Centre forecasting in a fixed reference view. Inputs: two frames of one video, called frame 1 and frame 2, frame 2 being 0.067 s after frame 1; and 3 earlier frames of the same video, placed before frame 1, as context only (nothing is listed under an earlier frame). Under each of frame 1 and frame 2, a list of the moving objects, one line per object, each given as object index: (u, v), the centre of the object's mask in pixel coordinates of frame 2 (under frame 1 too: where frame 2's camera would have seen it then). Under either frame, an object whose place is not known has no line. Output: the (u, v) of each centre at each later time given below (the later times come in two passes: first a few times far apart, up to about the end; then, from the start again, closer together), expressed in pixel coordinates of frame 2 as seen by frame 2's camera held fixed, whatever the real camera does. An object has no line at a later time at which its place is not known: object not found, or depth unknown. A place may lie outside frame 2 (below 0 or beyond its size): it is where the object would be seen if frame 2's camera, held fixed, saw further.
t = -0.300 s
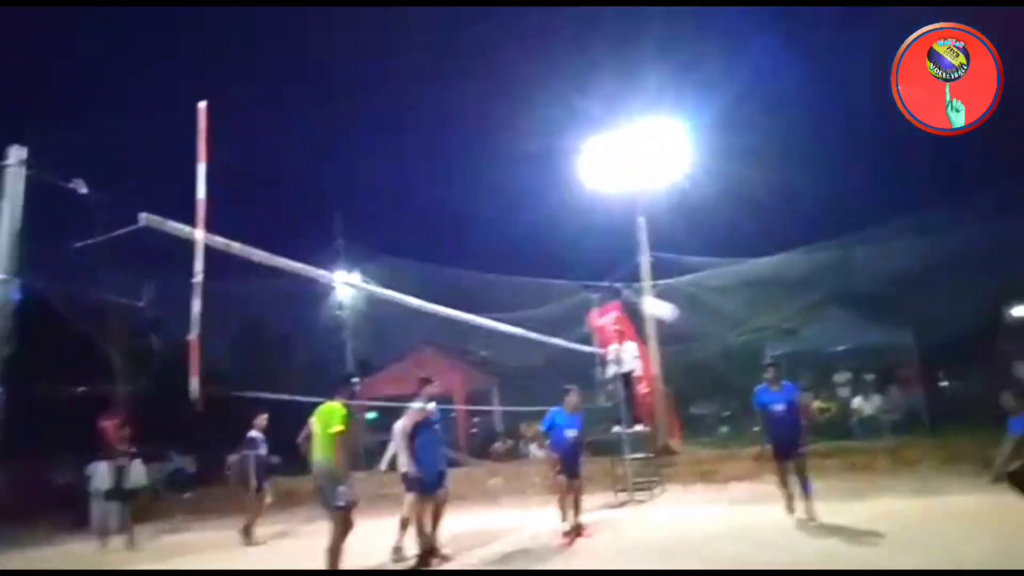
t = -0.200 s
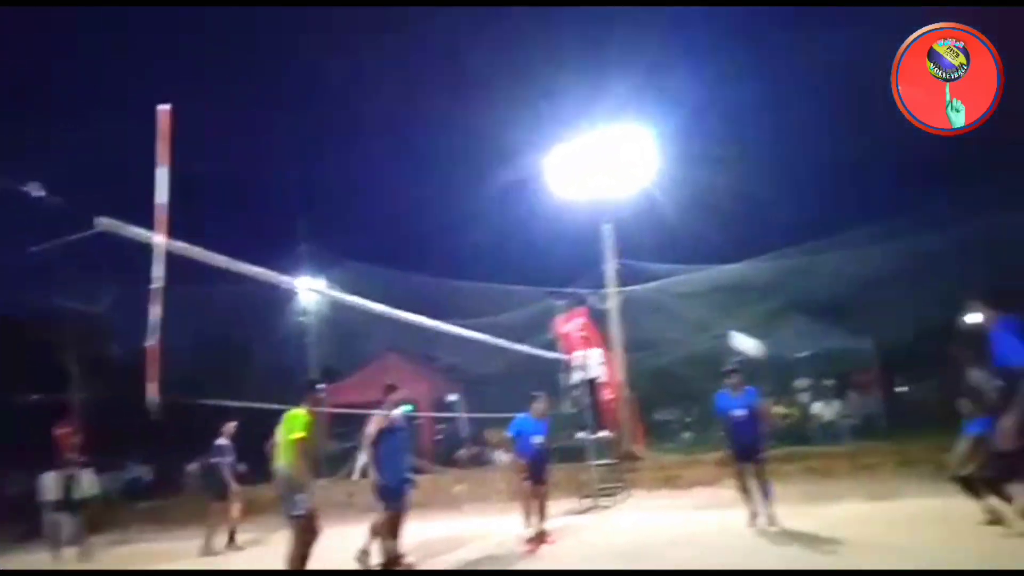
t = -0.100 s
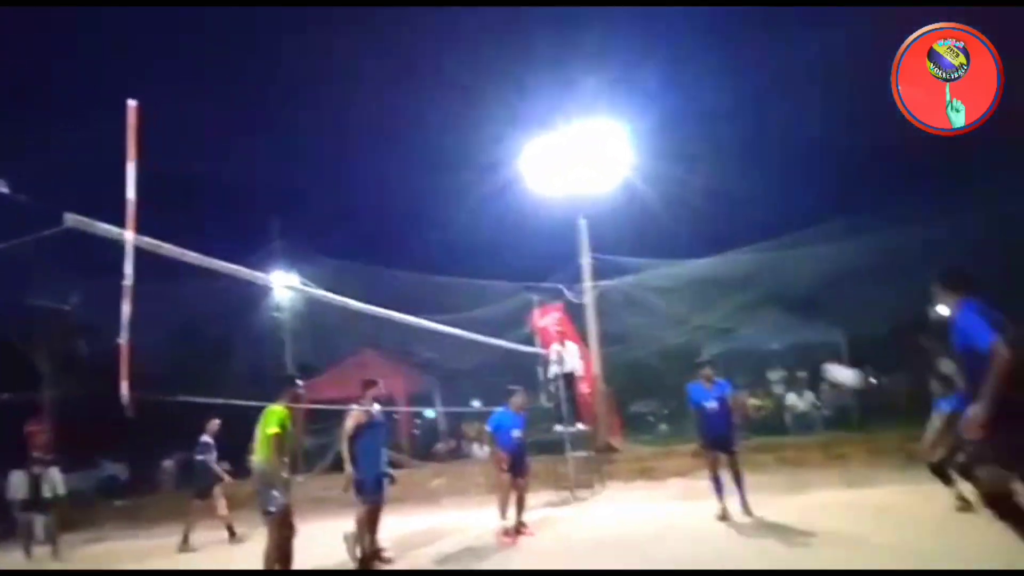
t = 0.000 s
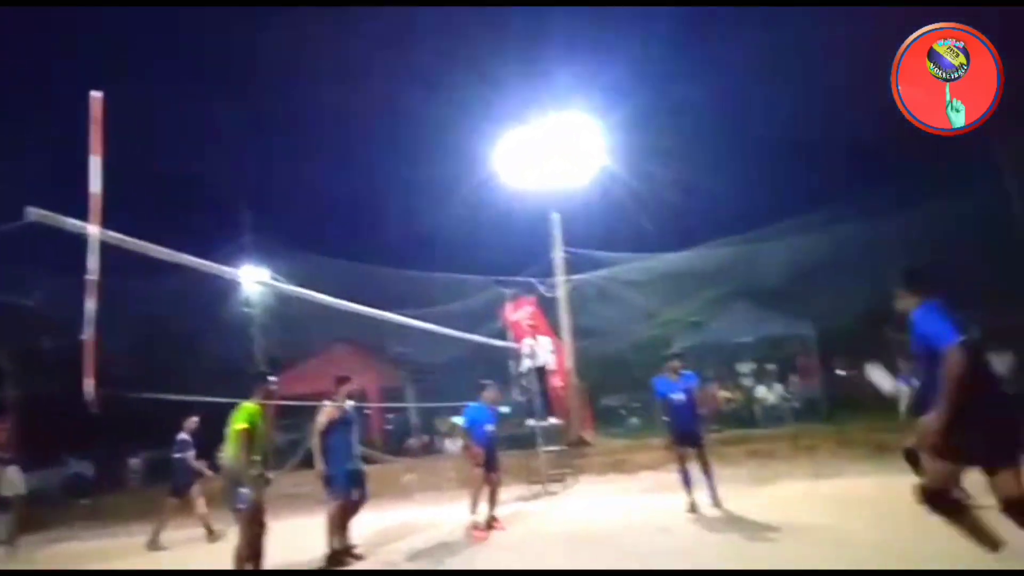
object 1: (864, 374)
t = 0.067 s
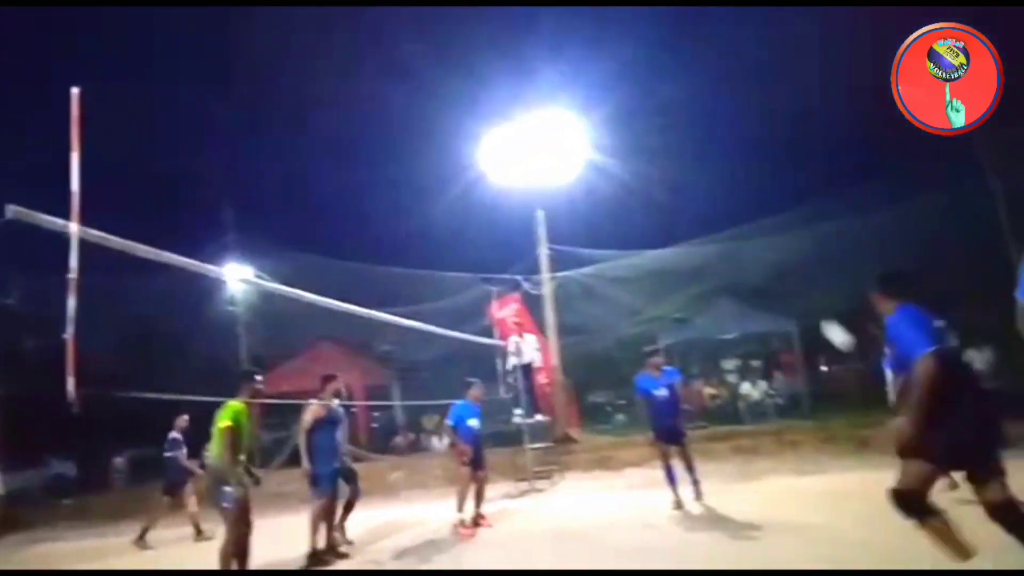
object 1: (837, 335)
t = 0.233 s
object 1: (776, 256)
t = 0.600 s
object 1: (649, 174)
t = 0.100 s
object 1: (825, 317)
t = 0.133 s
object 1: (813, 300)
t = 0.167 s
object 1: (800, 284)
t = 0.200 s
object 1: (788, 270)
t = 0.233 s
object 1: (776, 256)
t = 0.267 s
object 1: (763, 243)
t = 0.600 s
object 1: (649, 174)
